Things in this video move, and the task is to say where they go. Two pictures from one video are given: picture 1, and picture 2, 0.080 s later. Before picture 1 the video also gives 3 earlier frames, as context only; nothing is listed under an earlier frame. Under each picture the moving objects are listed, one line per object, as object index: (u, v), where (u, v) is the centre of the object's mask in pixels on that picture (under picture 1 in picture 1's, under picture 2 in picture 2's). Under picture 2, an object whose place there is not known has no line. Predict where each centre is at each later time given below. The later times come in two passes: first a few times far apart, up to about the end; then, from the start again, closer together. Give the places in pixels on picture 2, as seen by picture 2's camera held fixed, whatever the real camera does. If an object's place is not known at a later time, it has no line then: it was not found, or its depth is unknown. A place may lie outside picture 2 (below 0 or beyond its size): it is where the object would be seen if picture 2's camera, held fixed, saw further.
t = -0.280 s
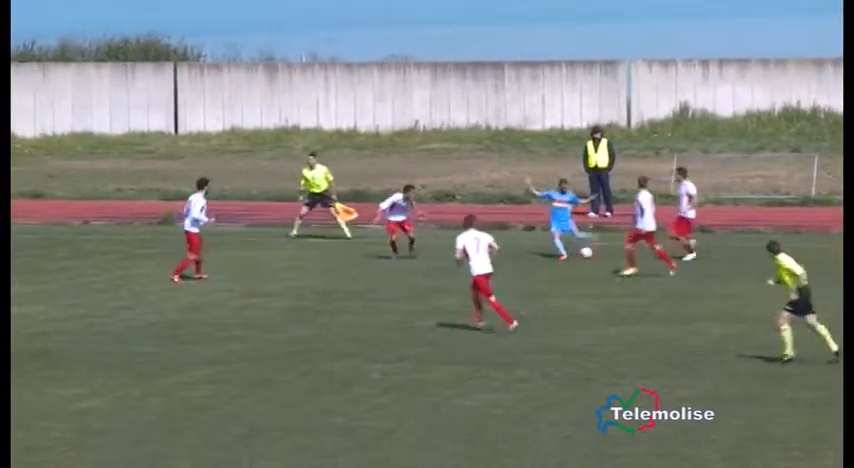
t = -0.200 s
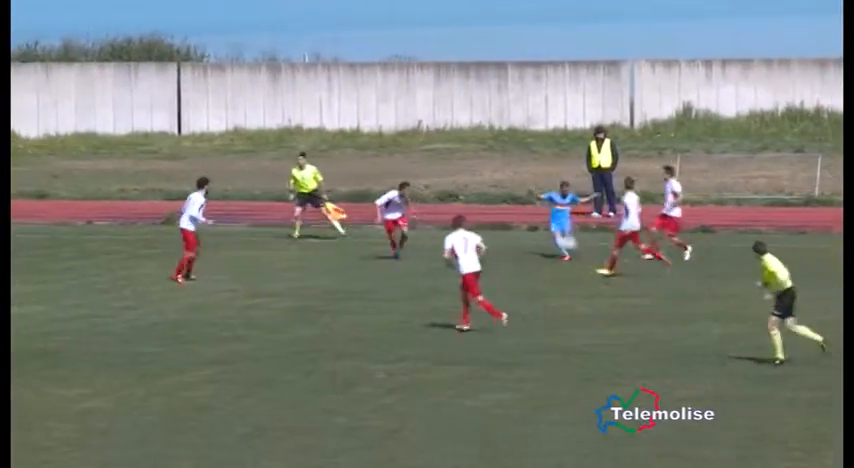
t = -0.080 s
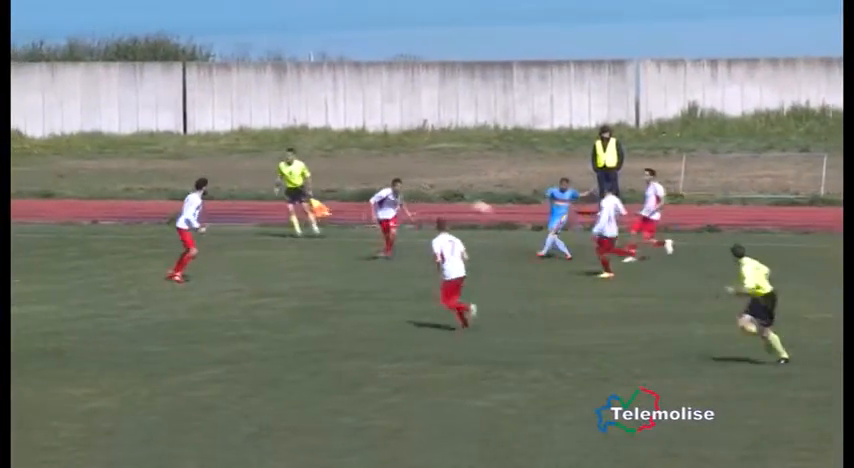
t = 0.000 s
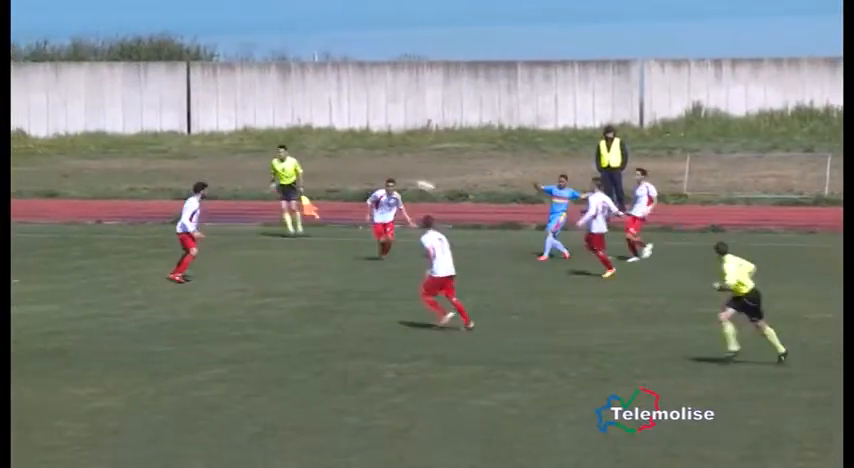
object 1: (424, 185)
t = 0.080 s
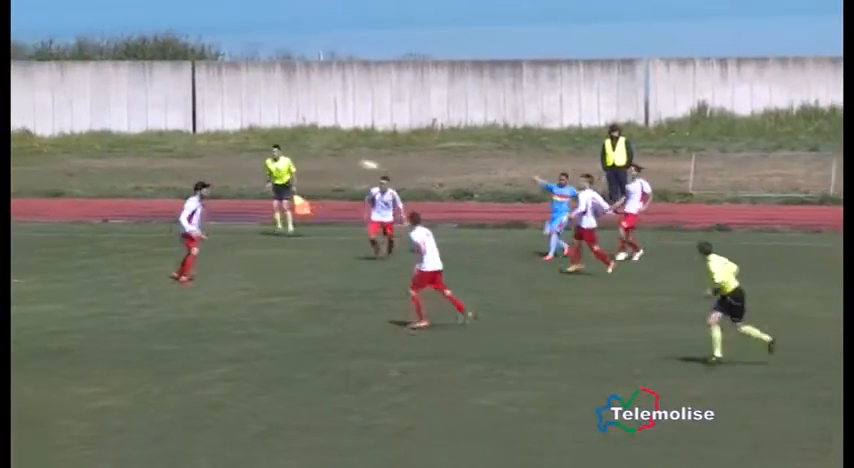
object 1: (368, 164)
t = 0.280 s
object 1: (213, 125)
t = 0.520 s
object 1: (14, 92)
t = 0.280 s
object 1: (213, 125)
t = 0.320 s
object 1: (184, 118)
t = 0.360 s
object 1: (151, 111)
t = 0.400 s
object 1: (117, 106)
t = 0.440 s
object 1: (84, 100)
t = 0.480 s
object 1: (49, 97)
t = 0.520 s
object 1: (14, 92)
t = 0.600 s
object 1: (-58, 86)
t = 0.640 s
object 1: (-94, 83)
